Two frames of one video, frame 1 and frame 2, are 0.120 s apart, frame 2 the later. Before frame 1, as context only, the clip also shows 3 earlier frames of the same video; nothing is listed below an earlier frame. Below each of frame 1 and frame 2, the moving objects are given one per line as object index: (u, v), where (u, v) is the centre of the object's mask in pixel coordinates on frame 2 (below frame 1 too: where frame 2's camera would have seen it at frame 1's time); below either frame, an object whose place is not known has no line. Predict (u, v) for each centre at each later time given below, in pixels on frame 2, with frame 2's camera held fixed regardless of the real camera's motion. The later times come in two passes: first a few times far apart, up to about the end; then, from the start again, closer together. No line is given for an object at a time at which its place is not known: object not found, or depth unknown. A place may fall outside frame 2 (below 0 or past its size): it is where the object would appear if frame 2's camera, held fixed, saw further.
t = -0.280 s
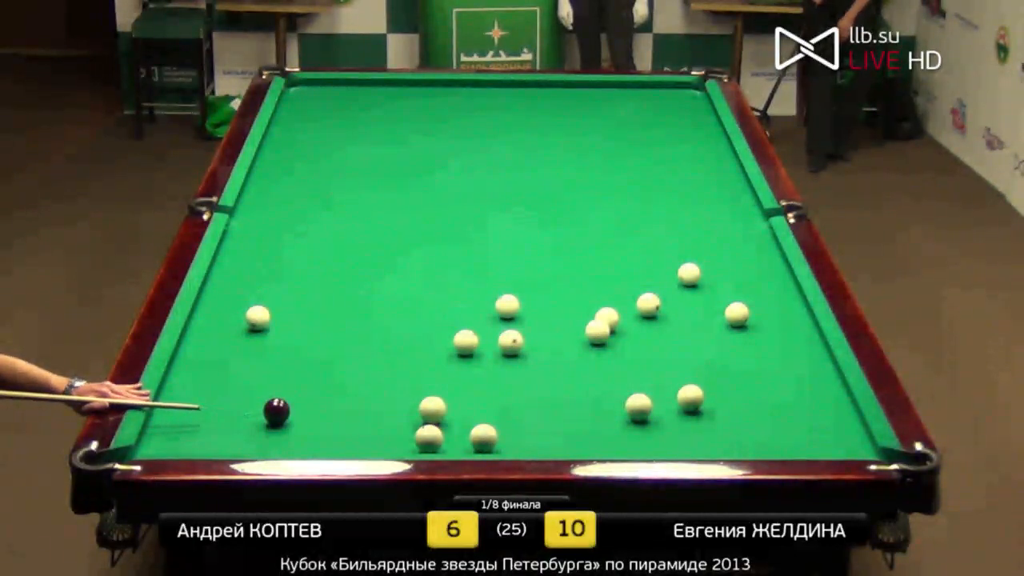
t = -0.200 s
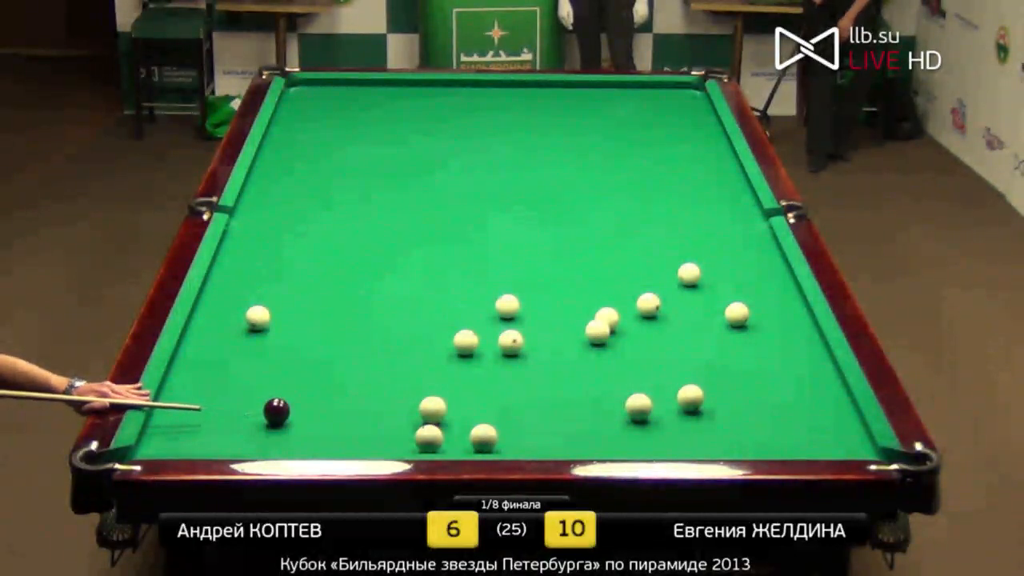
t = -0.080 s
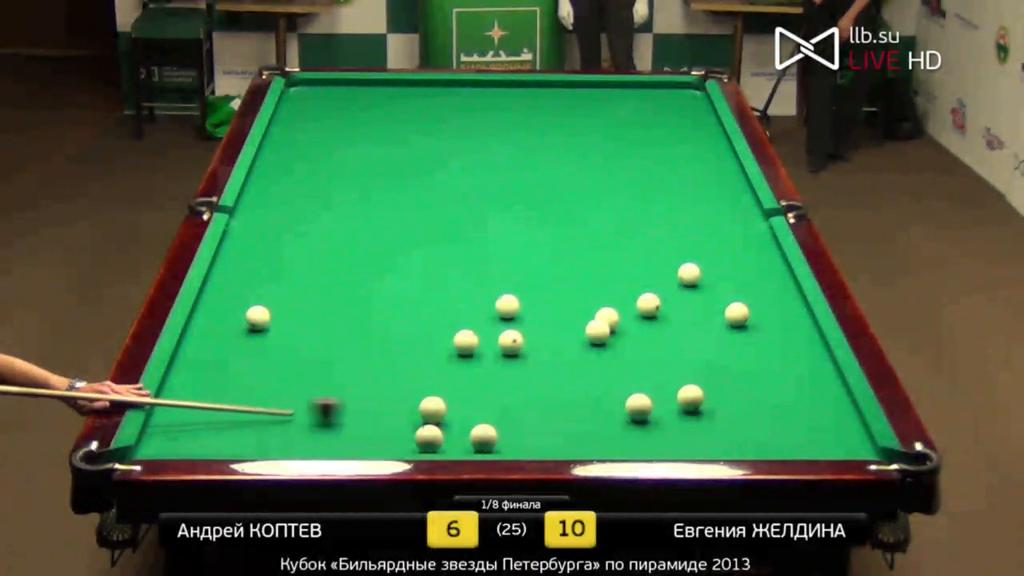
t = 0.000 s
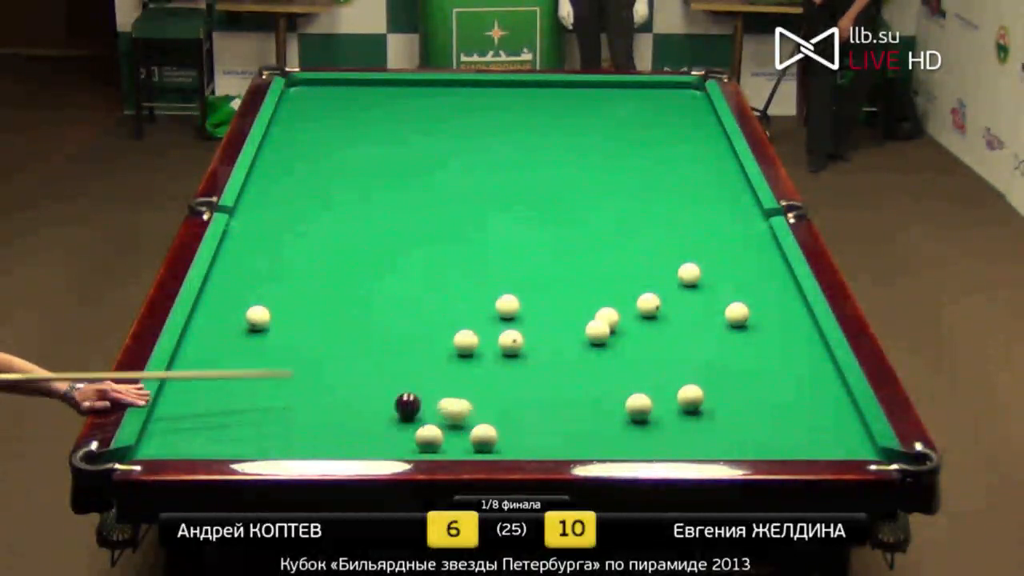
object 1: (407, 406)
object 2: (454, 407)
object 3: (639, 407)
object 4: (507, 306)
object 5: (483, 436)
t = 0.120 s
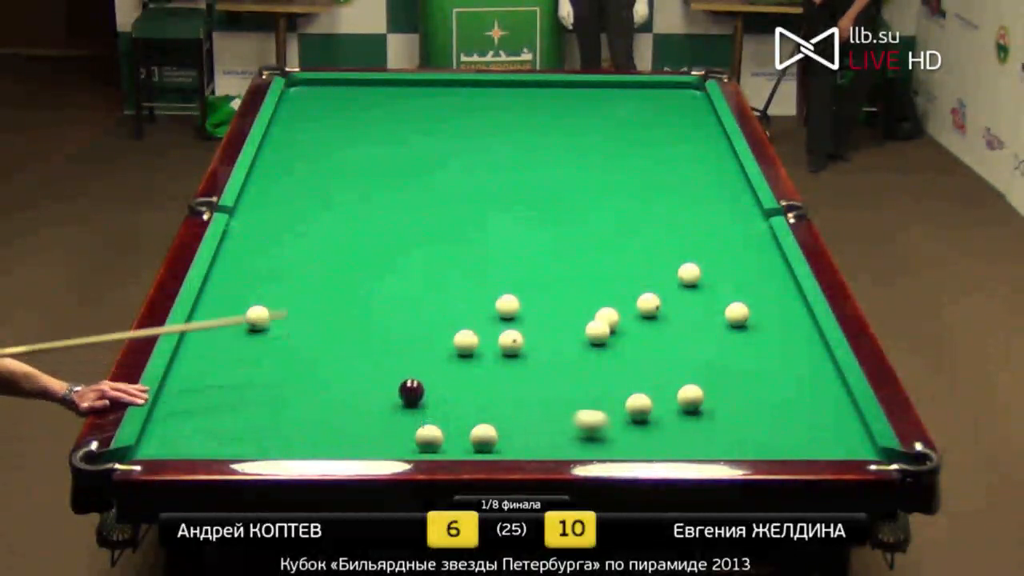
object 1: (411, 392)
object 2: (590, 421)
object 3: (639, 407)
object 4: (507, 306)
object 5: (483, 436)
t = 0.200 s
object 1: (407, 385)
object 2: (675, 429)
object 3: (639, 407)
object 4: (507, 306)
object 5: (483, 436)
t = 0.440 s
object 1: (384, 364)
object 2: (841, 445)
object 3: (639, 407)
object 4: (507, 306)
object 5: (483, 436)
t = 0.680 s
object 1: (363, 346)
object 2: (728, 432)
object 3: (639, 407)
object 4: (508, 306)
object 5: (483, 436)
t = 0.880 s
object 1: (346, 332)
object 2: (657, 419)
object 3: (637, 406)
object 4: (507, 306)
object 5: (483, 436)
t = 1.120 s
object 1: (327, 316)
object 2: (598, 421)
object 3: (617, 391)
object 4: (508, 306)
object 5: (483, 436)
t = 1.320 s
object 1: (313, 303)
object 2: (550, 423)
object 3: (600, 379)
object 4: (508, 306)
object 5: (483, 436)
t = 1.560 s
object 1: (296, 289)
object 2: (496, 422)
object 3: (581, 366)
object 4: (508, 306)
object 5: (483, 437)
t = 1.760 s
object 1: (284, 278)
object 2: (449, 422)
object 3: (566, 356)
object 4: (508, 306)
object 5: (482, 440)
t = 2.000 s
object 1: (269, 266)
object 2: (397, 419)
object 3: (548, 345)
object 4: (508, 306)
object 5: (481, 442)
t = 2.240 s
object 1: (256, 255)
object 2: (347, 416)
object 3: (533, 334)
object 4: (508, 306)
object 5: (480, 445)
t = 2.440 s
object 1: (246, 246)
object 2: (307, 413)
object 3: (520, 324)
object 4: (507, 305)
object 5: (479, 444)
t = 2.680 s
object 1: (234, 236)
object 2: (260, 410)
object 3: (505, 316)
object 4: (507, 301)
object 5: (479, 444)
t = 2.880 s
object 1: (240, 229)
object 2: (223, 408)
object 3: (493, 313)
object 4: (509, 301)
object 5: (479, 444)
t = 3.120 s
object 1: (249, 222)
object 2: (180, 405)
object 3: (479, 310)
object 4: (508, 298)
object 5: (478, 443)
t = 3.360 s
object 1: (258, 216)
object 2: (182, 400)
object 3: (467, 308)
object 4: (510, 295)
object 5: (478, 443)
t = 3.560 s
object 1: (265, 211)
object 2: (204, 395)
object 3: (458, 307)
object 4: (511, 292)
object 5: (478, 442)
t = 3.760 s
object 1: (271, 206)
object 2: (224, 391)
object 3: (449, 306)
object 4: (512, 290)
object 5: (478, 442)
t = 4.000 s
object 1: (277, 201)
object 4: (513, 287)
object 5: (478, 442)
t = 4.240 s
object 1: (284, 196)
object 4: (513, 286)
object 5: (478, 442)
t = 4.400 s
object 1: (287, 193)
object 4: (514, 285)
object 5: (478, 442)
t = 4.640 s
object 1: (292, 189)
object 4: (514, 284)
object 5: (478, 442)
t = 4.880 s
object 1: (297, 185)
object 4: (515, 283)
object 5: (478, 442)
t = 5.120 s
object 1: (301, 182)
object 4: (515, 283)
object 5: (478, 442)
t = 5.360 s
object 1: (304, 179)
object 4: (515, 283)
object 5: (478, 442)
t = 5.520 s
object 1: (306, 177)
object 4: (515, 283)
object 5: (478, 442)
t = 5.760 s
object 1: (309, 174)
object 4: (515, 283)
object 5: (478, 442)
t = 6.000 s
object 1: (312, 172)
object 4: (515, 283)
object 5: (478, 442)
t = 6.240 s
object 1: (314, 170)
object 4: (515, 283)
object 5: (478, 442)
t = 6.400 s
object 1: (315, 169)
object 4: (515, 283)
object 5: (478, 442)
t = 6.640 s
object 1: (317, 168)
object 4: (515, 283)
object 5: (478, 442)
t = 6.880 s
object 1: (318, 167)
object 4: (515, 283)
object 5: (478, 442)
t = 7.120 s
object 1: (318, 167)
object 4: (515, 283)
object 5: (478, 442)
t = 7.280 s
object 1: (319, 166)
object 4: (515, 283)
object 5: (478, 442)
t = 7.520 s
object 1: (319, 166)
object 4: (515, 283)
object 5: (478, 442)
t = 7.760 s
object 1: (319, 166)
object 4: (515, 283)
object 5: (478, 442)
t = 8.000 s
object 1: (319, 166)
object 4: (515, 283)
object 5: (478, 442)
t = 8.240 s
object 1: (319, 166)
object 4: (515, 283)
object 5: (478, 442)
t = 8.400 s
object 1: (319, 166)
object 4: (515, 283)
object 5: (478, 442)
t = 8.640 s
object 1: (319, 167)
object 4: (515, 283)
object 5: (478, 442)
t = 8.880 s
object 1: (319, 166)
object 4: (515, 283)
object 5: (478, 443)
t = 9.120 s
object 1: (319, 166)
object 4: (515, 283)
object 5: (478, 443)
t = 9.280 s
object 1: (319, 166)
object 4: (515, 283)
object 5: (478, 443)
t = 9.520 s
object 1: (319, 166)
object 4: (515, 283)
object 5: (478, 443)
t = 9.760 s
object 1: (319, 166)
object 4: (515, 283)
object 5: (478, 443)
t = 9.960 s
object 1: (319, 166)
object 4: (515, 283)
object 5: (478, 443)
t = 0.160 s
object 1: (409, 388)
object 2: (633, 425)
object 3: (639, 404)
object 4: (507, 306)
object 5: (483, 436)
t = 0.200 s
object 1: (407, 385)
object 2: (675, 429)
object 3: (639, 407)
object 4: (507, 306)
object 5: (483, 436)
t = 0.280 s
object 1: (399, 378)
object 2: (756, 436)
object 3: (639, 407)
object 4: (507, 306)
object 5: (483, 436)
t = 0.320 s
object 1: (395, 374)
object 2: (795, 438)
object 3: (639, 407)
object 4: (507, 306)
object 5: (483, 436)
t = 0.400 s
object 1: (388, 368)
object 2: (865, 444)
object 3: (639, 407)
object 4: (507, 306)
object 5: (483, 436)
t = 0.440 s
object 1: (384, 364)
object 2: (841, 445)
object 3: (639, 407)
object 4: (507, 306)
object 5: (483, 436)
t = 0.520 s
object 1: (377, 358)
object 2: (797, 441)
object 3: (639, 407)
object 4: (508, 306)
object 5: (483, 436)
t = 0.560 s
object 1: (373, 355)
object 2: (777, 438)
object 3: (639, 407)
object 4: (508, 306)
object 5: (483, 436)
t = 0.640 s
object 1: (366, 349)
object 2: (744, 434)
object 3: (639, 407)
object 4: (508, 306)
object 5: (483, 436)
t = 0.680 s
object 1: (363, 346)
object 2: (728, 432)
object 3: (639, 407)
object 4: (508, 306)
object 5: (483, 436)
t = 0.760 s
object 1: (356, 341)
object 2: (700, 426)
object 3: (639, 407)
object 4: (507, 305)
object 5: (483, 436)
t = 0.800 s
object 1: (352, 337)
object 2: (686, 424)
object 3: (639, 407)
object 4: (507, 306)
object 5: (483, 436)
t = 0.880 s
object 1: (346, 332)
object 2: (657, 419)
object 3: (637, 406)
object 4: (507, 306)
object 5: (483, 436)
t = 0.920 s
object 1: (343, 329)
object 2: (646, 419)
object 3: (634, 401)
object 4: (507, 306)
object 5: (483, 436)
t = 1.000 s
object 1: (336, 323)
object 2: (628, 420)
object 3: (627, 396)
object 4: (507, 306)
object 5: (483, 436)
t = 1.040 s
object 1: (333, 321)
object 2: (618, 421)
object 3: (624, 395)
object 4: (507, 306)
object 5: (483, 436)
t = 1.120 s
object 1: (327, 316)
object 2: (598, 421)
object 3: (617, 391)
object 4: (508, 306)
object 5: (483, 436)
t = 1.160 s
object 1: (324, 313)
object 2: (589, 422)
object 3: (613, 389)
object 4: (508, 306)
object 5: (483, 436)
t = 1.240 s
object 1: (318, 308)
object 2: (569, 422)
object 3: (607, 384)
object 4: (508, 306)
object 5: (483, 436)
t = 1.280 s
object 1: (315, 306)
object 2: (560, 423)
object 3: (603, 382)
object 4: (508, 306)
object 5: (483, 436)
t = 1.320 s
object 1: (313, 303)
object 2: (550, 423)
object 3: (600, 379)
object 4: (508, 306)
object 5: (483, 436)
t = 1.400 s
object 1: (307, 299)
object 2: (531, 424)
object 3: (593, 375)
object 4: (508, 306)
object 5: (483, 436)
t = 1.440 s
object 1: (304, 296)
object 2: (521, 425)
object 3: (590, 373)
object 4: (508, 306)
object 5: (483, 436)
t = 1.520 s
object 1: (299, 292)
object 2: (504, 424)
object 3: (584, 369)
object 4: (508, 306)
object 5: (483, 437)
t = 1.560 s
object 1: (296, 289)
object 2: (496, 422)
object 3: (581, 366)
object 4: (508, 306)
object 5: (483, 437)
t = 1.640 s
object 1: (291, 285)
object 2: (474, 420)
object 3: (574, 362)
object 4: (508, 306)
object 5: (482, 438)
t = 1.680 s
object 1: (289, 283)
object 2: (465, 423)
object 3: (571, 360)
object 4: (508, 306)
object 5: (482, 437)
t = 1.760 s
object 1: (284, 278)
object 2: (449, 422)
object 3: (566, 356)
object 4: (508, 306)
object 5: (482, 440)
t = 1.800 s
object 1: (281, 276)
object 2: (441, 420)
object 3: (563, 354)
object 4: (508, 306)
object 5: (482, 440)
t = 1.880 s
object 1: (276, 272)
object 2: (422, 417)
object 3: (557, 350)
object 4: (508, 306)
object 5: (481, 440)
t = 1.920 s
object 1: (274, 270)
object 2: (414, 419)
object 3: (554, 349)
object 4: (508, 306)
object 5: (481, 441)
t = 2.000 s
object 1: (269, 266)
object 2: (397, 419)
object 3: (548, 345)
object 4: (508, 306)
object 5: (481, 442)
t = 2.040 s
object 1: (267, 264)
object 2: (389, 419)
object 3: (546, 343)
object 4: (508, 306)
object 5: (481, 443)
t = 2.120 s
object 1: (263, 260)
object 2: (372, 417)
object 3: (540, 339)
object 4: (508, 306)
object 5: (480, 444)
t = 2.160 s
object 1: (260, 258)
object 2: (364, 417)
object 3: (538, 338)
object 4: (508, 306)
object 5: (480, 445)
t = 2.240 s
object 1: (256, 255)
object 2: (347, 416)
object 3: (533, 334)
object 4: (508, 306)
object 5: (480, 445)
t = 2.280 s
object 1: (254, 253)
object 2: (339, 416)
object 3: (530, 332)
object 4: (508, 306)
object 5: (479, 445)
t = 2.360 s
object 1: (250, 249)
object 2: (323, 415)
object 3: (526, 328)
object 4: (508, 306)
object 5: (480, 445)
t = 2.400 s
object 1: (248, 247)
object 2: (315, 414)
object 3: (523, 326)
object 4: (507, 306)
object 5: (479, 445)
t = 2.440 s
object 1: (246, 246)
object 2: (307, 413)
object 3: (520, 324)
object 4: (507, 305)
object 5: (479, 444)
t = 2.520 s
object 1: (242, 242)
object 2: (291, 412)
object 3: (515, 320)
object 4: (507, 304)
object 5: (479, 444)
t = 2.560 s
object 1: (240, 240)
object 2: (284, 412)
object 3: (513, 319)
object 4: (507, 303)
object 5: (479, 444)
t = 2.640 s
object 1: (236, 237)
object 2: (268, 411)
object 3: (508, 317)
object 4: (507, 301)
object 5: (479, 444)
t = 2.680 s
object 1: (234, 236)
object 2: (260, 410)
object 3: (505, 316)
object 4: (507, 301)
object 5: (479, 444)
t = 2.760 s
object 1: (234, 233)
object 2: (245, 409)
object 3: (500, 315)
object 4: (509, 301)
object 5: (479, 444)
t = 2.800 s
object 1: (236, 231)
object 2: (238, 409)
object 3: (498, 315)
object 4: (509, 302)
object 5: (479, 443)
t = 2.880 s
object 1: (240, 229)
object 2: (223, 408)
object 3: (493, 313)
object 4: (509, 301)
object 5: (479, 444)
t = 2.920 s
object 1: (242, 228)
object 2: (215, 407)
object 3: (490, 312)
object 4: (509, 301)
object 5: (479, 444)
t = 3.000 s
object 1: (245, 226)
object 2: (201, 406)
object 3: (486, 311)
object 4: (508, 300)
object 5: (479, 443)
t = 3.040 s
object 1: (246, 224)
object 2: (194, 406)
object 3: (484, 311)
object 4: (508, 300)
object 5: (479, 443)
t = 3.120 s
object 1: (249, 222)
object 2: (180, 405)
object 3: (479, 310)
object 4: (508, 298)
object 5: (478, 443)
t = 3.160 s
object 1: (251, 220)
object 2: (172, 403)
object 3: (477, 310)
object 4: (509, 298)
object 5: (479, 442)
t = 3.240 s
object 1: (254, 219)
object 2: (169, 403)
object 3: (473, 309)
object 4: (509, 296)
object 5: (478, 443)
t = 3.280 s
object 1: (255, 218)
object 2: (174, 402)
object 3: (471, 309)
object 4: (509, 296)
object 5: (478, 443)
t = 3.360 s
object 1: (258, 216)
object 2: (182, 400)
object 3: (467, 308)
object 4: (510, 295)
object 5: (478, 443)
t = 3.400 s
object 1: (260, 215)
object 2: (187, 399)
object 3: (465, 308)
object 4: (510, 294)
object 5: (478, 443)
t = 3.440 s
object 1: (261, 214)
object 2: (191, 398)
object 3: (463, 308)
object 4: (510, 294)
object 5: (478, 442)
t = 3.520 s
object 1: (264, 212)
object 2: (200, 396)
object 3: (460, 307)
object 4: (511, 293)
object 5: (478, 442)
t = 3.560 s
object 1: (265, 211)
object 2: (204, 395)
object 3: (458, 307)
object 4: (511, 292)
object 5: (478, 442)
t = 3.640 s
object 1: (267, 209)
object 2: (212, 394)
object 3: (454, 307)
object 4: (511, 291)
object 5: (478, 442)
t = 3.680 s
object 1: (268, 208)
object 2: (216, 393)
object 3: (453, 306)
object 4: (511, 291)
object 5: (478, 442)
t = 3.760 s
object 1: (271, 206)
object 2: (224, 391)
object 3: (449, 306)
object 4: (512, 290)
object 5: (478, 442)
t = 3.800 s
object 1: (272, 205)
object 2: (227, 390)
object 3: (448, 305)
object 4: (512, 290)
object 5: (478, 442)
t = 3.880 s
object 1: (274, 203)
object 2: (235, 388)
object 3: (444, 305)
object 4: (512, 289)
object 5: (478, 442)
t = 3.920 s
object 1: (275, 203)
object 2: (239, 388)
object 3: (443, 305)
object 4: (512, 288)
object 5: (478, 442)
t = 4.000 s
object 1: (277, 201)
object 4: (513, 287)
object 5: (478, 442)
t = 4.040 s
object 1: (279, 200)
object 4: (513, 287)
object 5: (478, 442)
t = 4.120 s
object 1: (281, 198)
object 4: (513, 287)
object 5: (478, 442)
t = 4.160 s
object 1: (281, 198)
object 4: (513, 286)
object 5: (478, 442)
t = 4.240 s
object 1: (284, 196)
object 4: (513, 286)
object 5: (478, 442)
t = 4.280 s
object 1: (284, 195)
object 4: (513, 286)
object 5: (478, 442)
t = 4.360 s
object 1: (286, 194)
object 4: (514, 285)
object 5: (478, 442)
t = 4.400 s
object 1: (287, 193)
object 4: (514, 285)
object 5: (478, 442)
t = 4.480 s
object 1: (289, 192)
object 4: (514, 285)
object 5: (478, 442)
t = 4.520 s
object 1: (290, 191)
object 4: (514, 284)
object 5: (478, 442)
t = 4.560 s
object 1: (291, 190)
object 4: (514, 284)
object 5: (478, 442)
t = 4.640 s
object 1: (292, 189)
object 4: (514, 284)
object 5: (478, 442)
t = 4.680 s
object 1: (293, 188)
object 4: (515, 284)
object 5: (478, 442)
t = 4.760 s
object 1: (294, 187)
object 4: (515, 283)
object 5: (478, 442)
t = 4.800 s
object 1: (295, 186)
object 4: (515, 283)
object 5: (478, 442)
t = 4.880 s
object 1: (297, 185)
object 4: (515, 283)
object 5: (478, 442)
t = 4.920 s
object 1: (297, 184)
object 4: (515, 283)
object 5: (478, 442)
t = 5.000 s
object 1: (299, 183)
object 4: (515, 283)
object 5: (478, 442)
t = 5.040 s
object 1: (299, 183)
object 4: (515, 283)
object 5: (478, 442)
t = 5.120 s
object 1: (301, 182)
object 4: (515, 283)
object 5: (478, 442)
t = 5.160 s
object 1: (301, 181)
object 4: (515, 283)
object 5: (478, 442)
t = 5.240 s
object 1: (302, 180)
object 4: (515, 283)
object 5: (478, 442)
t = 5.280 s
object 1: (303, 180)
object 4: (515, 283)
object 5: (478, 442)
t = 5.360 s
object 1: (304, 179)
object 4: (515, 283)
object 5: (478, 442)
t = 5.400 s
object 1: (305, 178)
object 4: (515, 283)
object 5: (478, 442)
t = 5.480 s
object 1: (306, 177)
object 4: (515, 283)
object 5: (478, 442)
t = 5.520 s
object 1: (306, 177)
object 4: (515, 283)
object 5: (478, 442)
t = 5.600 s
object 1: (307, 176)
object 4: (515, 283)
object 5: (478, 442)
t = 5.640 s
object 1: (308, 175)
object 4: (515, 283)
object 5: (478, 442)
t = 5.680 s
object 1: (309, 175)
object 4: (515, 283)
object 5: (478, 442)
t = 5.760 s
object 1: (309, 174)
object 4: (515, 283)
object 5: (478, 442)
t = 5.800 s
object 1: (310, 174)
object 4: (515, 283)
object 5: (478, 442)
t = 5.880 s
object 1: (311, 173)
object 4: (515, 283)
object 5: (478, 442)
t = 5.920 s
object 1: (311, 173)
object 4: (515, 283)
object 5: (478, 442)
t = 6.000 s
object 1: (312, 172)
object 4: (515, 283)
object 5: (478, 442)
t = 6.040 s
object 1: (313, 171)
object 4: (515, 283)
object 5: (478, 442)
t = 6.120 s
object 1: (313, 171)
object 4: (515, 283)
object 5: (478, 442)
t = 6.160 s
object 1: (314, 171)
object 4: (515, 283)
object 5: (478, 442)
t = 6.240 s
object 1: (314, 170)
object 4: (515, 283)
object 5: (478, 442)
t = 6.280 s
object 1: (315, 170)
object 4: (515, 283)
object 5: (478, 442)
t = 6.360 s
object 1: (315, 169)
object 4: (515, 283)
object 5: (478, 442)
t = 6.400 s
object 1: (315, 169)
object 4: (515, 283)
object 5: (478, 442)
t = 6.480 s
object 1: (316, 169)
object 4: (515, 283)
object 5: (478, 442)
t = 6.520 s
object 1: (316, 168)
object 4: (515, 283)
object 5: (478, 442)
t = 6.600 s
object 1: (316, 168)
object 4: (515, 283)
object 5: (478, 442)
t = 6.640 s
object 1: (317, 168)
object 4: (515, 283)
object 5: (478, 442)
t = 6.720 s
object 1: (317, 168)
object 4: (515, 283)
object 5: (478, 442)
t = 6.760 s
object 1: (317, 168)
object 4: (515, 283)
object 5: (478, 442)
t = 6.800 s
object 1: (318, 167)
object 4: (515, 283)
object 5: (478, 442)
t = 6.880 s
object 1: (318, 167)
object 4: (515, 283)
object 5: (478, 442)
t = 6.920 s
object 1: (318, 167)
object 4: (515, 283)
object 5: (478, 442)
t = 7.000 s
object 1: (318, 167)
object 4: (515, 283)
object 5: (478, 442)
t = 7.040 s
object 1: (318, 167)
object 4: (515, 283)
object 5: (478, 442)
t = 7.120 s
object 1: (318, 167)
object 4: (515, 283)
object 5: (478, 442)
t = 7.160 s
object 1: (318, 167)
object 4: (515, 283)
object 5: (478, 442)
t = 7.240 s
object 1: (319, 167)
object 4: (515, 283)
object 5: (478, 442)
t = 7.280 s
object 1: (319, 166)
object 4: (515, 283)
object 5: (478, 442)
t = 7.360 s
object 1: (319, 166)
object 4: (515, 283)
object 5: (478, 442)
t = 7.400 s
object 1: (319, 166)
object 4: (515, 283)
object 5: (478, 442)
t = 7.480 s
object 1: (319, 166)
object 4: (515, 283)
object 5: (478, 442)
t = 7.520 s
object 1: (319, 166)
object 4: (515, 283)
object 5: (478, 442)
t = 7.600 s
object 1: (319, 166)
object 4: (515, 283)
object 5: (478, 442)
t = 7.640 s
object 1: (319, 166)
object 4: (515, 283)
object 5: (478, 442)
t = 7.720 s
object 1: (319, 166)
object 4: (515, 283)
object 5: (478, 442)
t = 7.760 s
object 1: (319, 166)
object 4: (515, 283)
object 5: (478, 442)
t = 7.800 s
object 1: (319, 166)
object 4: (515, 283)
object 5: (478, 442)
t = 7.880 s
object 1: (319, 166)
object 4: (515, 283)
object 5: (478, 442)
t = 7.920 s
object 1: (319, 166)
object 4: (515, 283)
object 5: (478, 442)
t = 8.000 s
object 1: (319, 166)
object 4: (515, 283)
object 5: (478, 442)
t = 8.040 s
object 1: (319, 166)
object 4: (515, 283)
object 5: (478, 442)
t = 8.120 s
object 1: (319, 166)
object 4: (515, 283)
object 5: (478, 442)
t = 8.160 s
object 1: (319, 167)
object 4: (515, 283)
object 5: (478, 442)
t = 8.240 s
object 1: (319, 166)
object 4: (515, 283)
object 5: (478, 442)
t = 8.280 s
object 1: (319, 166)
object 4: (515, 283)
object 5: (478, 442)
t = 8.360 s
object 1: (319, 166)
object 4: (515, 283)
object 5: (478, 442)
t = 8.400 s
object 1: (319, 166)
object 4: (515, 283)
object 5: (478, 442)
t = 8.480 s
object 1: (319, 166)
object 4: (515, 283)
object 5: (478, 443)
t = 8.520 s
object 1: (319, 166)
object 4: (515, 283)
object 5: (478, 443)
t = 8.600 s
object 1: (319, 167)
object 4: (515, 283)
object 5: (478, 443)
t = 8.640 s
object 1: (319, 167)
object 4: (515, 283)
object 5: (478, 442)
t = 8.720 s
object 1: (319, 167)
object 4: (515, 283)
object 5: (478, 443)
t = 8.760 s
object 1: (319, 166)
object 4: (515, 283)
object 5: (478, 443)
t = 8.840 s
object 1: (319, 166)
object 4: (515, 283)
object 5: (478, 443)
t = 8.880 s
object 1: (319, 166)
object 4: (515, 283)
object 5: (478, 443)
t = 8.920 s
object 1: (319, 166)
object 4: (515, 283)
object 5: (478, 443)
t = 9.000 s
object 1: (319, 166)
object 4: (515, 283)
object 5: (478, 443)
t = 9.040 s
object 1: (319, 166)
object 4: (515, 283)
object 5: (478, 443)
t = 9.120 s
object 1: (319, 166)
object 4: (515, 283)
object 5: (478, 443)
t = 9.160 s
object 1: (319, 166)
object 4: (515, 283)
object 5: (478, 443)
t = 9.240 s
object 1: (319, 166)
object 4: (515, 283)
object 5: (478, 443)
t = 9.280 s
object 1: (319, 166)
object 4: (515, 283)
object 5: (478, 443)
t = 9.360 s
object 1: (319, 166)
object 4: (515, 283)
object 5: (478, 443)
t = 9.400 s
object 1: (319, 166)
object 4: (515, 283)
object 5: (478, 443)
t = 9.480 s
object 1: (319, 166)
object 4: (515, 283)
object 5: (478, 443)
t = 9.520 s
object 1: (319, 166)
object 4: (515, 283)
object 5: (478, 443)
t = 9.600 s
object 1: (319, 166)
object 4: (515, 283)
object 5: (478, 443)
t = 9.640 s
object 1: (319, 166)
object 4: (515, 283)
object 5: (478, 443)
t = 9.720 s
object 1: (319, 166)
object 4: (515, 283)
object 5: (478, 443)
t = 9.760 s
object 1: (319, 166)
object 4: (515, 283)
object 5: (478, 443)
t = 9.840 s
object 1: (319, 166)
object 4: (515, 283)
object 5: (478, 443)
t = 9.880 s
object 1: (319, 166)
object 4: (515, 283)
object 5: (478, 443)
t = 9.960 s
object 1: (319, 166)
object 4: (515, 283)
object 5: (478, 443)
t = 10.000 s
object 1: (319, 166)
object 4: (515, 283)
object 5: (478, 443)
